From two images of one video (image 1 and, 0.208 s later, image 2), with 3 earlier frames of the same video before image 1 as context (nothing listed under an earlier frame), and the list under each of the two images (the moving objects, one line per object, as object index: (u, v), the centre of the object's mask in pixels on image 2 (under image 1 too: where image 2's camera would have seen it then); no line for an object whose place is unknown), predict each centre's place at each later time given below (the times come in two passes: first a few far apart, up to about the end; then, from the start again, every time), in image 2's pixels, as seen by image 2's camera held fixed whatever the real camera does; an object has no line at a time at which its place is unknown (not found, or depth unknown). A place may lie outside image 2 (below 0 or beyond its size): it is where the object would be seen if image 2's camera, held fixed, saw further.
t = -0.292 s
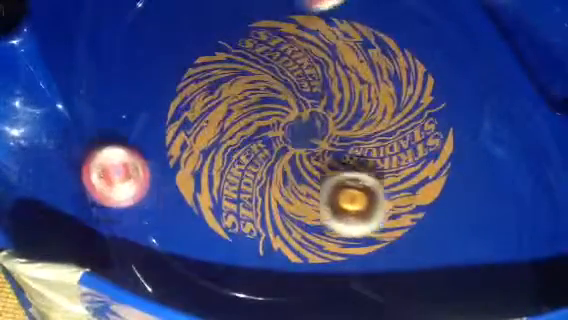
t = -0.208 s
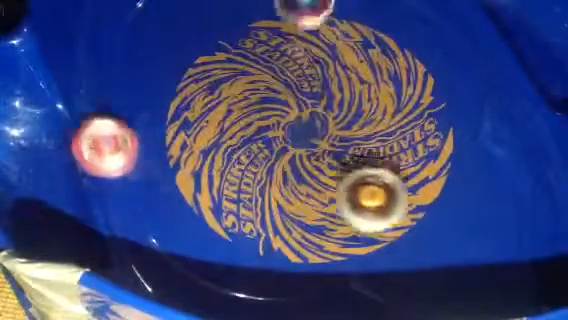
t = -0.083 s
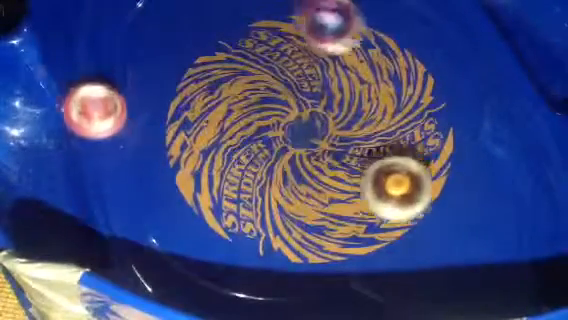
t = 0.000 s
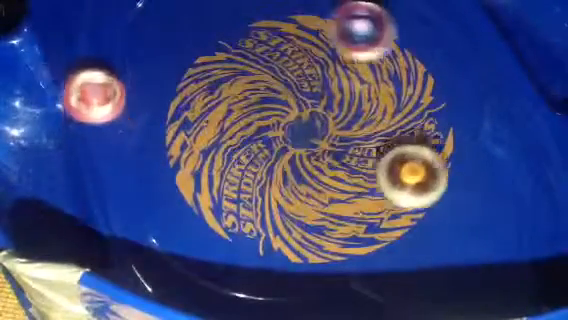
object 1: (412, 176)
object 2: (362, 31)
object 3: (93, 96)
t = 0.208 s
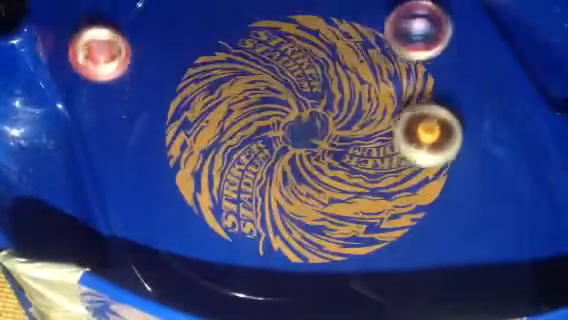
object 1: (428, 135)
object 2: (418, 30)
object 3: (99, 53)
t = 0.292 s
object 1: (424, 117)
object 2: (428, 26)
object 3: (103, 35)
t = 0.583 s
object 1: (379, 70)
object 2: (418, 25)
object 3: (138, 6)
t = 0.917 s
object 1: (208, 182)
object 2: (430, 24)
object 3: (212, 16)
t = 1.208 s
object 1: (192, 267)
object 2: (399, 74)
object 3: (299, 33)
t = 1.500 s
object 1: (205, 279)
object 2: (413, 161)
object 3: (398, 62)
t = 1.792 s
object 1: (254, 245)
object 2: (433, 186)
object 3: (478, 90)
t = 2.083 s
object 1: (276, 159)
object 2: (408, 167)
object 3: (465, 83)
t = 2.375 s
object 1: (256, 86)
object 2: (324, 156)
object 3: (454, 135)
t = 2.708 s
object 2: (236, 162)
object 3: (402, 184)
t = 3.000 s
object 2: (195, 195)
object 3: (332, 206)
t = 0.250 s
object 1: (426, 126)
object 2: (425, 28)
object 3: (101, 44)
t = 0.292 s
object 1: (424, 117)
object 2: (428, 26)
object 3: (103, 35)
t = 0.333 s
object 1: (420, 108)
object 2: (430, 25)
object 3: (104, 27)
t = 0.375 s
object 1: (416, 100)
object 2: (431, 24)
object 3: (108, 21)
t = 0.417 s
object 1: (412, 93)
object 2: (430, 23)
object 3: (112, 17)
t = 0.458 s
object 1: (403, 86)
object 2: (428, 23)
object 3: (117, 13)
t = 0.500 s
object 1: (398, 80)
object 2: (425, 23)
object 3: (124, 10)
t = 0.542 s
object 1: (389, 75)
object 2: (421, 24)
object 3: (131, 8)
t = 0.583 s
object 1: (379, 70)
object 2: (418, 25)
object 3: (138, 6)
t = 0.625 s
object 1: (347, 84)
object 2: (426, 21)
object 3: (148, 6)
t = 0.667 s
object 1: (315, 98)
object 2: (436, 18)
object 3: (155, 8)
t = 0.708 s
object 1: (288, 111)
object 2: (440, 18)
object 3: (163, 9)
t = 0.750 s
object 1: (268, 125)
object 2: (440, 19)
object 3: (172, 11)
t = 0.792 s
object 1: (252, 141)
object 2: (439, 20)
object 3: (181, 12)
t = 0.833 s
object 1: (238, 156)
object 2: (438, 21)
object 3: (191, 13)
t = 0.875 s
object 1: (224, 167)
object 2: (435, 22)
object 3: (201, 15)
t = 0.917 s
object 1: (208, 182)
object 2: (430, 24)
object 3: (212, 16)
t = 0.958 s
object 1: (195, 196)
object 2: (425, 26)
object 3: (223, 18)
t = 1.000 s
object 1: (185, 211)
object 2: (419, 30)
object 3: (235, 20)
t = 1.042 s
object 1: (179, 226)
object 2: (414, 36)
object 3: (246, 22)
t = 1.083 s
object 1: (176, 237)
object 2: (409, 45)
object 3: (258, 23)
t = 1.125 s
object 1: (176, 250)
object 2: (403, 54)
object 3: (270, 26)
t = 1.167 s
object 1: (184, 260)
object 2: (401, 63)
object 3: (284, 28)
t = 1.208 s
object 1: (192, 267)
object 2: (399, 74)
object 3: (299, 33)
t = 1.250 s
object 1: (199, 273)
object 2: (397, 86)
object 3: (313, 37)
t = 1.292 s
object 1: (203, 277)
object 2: (398, 94)
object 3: (326, 41)
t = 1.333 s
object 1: (205, 279)
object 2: (399, 114)
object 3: (341, 45)
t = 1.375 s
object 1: (206, 280)
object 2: (403, 128)
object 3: (355, 50)
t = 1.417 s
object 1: (206, 281)
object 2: (406, 140)
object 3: (369, 54)
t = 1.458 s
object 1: (205, 280)
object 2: (409, 151)
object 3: (383, 58)
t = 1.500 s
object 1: (205, 279)
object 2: (413, 161)
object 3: (398, 62)
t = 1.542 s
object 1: (205, 278)
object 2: (417, 168)
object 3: (412, 66)
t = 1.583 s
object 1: (208, 274)
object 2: (420, 176)
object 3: (425, 70)
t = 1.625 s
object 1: (212, 271)
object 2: (424, 181)
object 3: (437, 74)
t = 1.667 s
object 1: (223, 266)
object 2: (427, 184)
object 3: (448, 78)
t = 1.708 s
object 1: (233, 258)
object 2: (430, 186)
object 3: (459, 82)
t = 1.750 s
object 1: (244, 252)
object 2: (432, 187)
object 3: (469, 87)
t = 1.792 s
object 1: (254, 245)
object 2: (433, 186)
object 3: (478, 90)
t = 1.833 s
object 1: (262, 236)
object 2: (433, 185)
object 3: (482, 90)
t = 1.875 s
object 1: (268, 224)
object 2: (431, 183)
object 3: (480, 85)
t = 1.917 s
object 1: (272, 211)
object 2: (430, 180)
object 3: (475, 79)
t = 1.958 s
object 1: (274, 197)
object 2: (426, 177)
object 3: (471, 74)
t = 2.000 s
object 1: (277, 185)
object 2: (421, 174)
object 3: (467, 74)
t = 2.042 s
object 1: (277, 172)
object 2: (416, 171)
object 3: (465, 77)
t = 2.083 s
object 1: (276, 159)
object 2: (408, 167)
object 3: (465, 83)
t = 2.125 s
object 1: (273, 147)
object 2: (399, 164)
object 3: (464, 91)
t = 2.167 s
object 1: (270, 134)
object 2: (389, 161)
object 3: (464, 99)
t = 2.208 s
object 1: (266, 123)
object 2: (379, 159)
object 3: (463, 106)
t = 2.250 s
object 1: (264, 114)
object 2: (367, 157)
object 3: (462, 114)
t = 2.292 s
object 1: (261, 106)
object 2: (353, 156)
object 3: (461, 122)
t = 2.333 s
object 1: (257, 96)
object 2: (338, 157)
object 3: (458, 129)
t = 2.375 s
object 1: (256, 86)
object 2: (324, 156)
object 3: (454, 135)
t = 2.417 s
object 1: (254, 76)
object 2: (312, 155)
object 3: (450, 143)
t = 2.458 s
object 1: (251, 65)
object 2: (304, 154)
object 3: (445, 150)
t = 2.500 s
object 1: (248, 55)
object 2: (295, 155)
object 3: (439, 157)
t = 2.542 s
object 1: (243, 46)
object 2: (287, 155)
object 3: (433, 164)
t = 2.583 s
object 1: (239, 38)
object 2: (274, 157)
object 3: (426, 170)
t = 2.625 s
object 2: (259, 158)
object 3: (418, 176)
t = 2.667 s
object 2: (245, 159)
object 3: (412, 180)
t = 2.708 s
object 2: (236, 162)
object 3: (402, 184)
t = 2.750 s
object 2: (223, 165)
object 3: (393, 189)
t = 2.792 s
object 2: (214, 169)
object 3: (385, 194)
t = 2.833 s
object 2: (205, 175)
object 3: (376, 194)
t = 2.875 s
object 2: (199, 182)
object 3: (365, 201)
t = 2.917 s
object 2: (196, 187)
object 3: (355, 204)
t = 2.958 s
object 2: (195, 191)
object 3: (343, 205)
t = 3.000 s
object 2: (195, 195)
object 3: (332, 206)
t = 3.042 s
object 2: (197, 198)
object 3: (320, 208)
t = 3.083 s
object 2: (202, 201)
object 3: (308, 210)
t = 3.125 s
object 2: (206, 202)
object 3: (296, 210)
